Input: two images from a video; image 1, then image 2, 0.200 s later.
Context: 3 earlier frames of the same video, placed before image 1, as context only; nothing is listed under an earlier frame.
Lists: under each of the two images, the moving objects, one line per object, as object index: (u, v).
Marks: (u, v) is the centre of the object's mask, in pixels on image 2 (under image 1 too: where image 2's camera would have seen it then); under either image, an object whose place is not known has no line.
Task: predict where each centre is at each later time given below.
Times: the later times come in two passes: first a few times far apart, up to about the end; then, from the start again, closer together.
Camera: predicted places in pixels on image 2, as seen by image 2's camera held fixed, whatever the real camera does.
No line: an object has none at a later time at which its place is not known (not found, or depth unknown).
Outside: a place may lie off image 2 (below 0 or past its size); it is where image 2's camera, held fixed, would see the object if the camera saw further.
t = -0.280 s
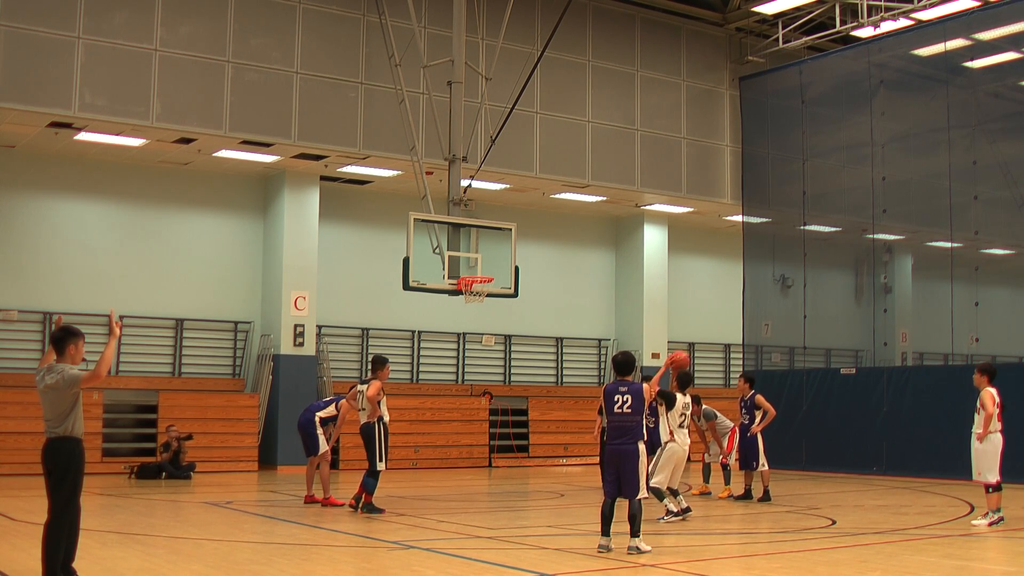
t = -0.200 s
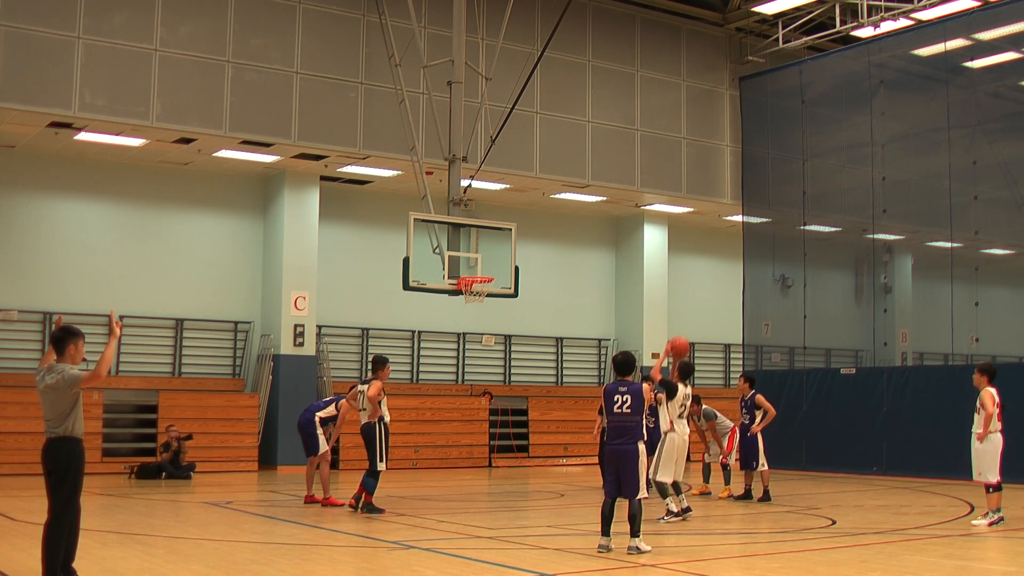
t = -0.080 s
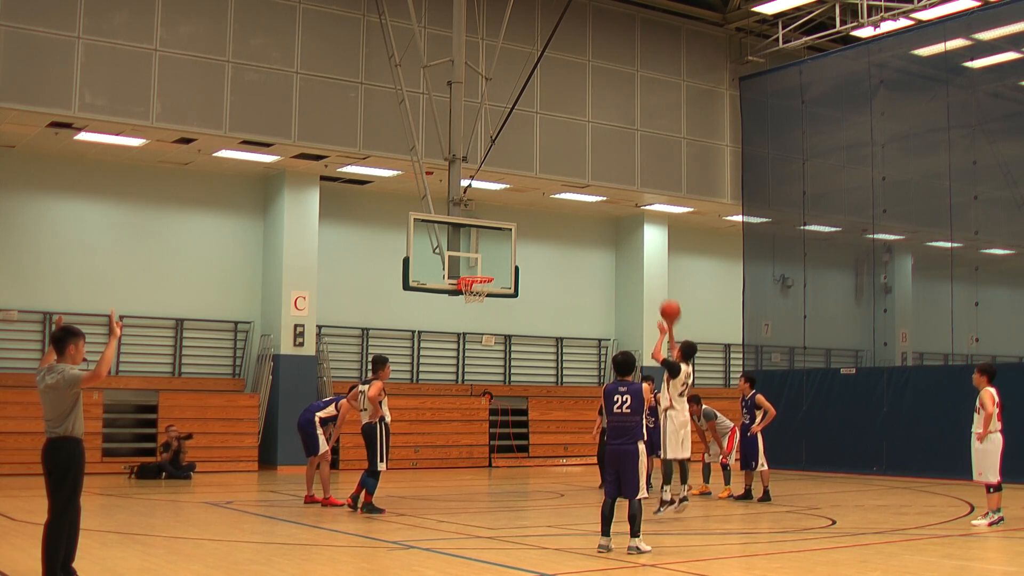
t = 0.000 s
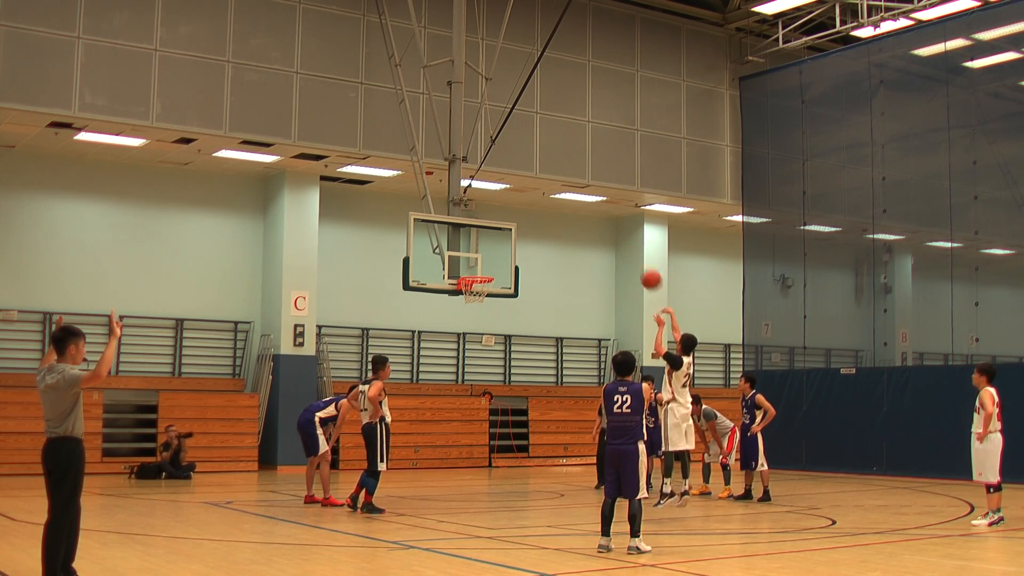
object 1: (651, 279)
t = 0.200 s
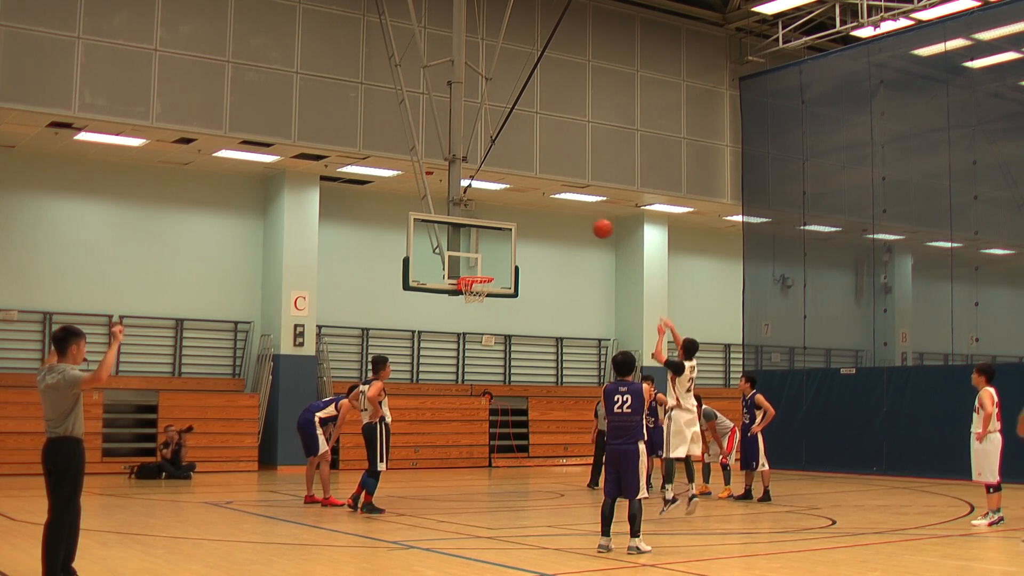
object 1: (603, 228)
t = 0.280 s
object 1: (584, 218)
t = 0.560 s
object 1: (527, 219)
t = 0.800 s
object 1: (483, 261)
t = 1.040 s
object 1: (490, 331)
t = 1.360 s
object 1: (528, 485)
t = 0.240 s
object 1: (593, 222)
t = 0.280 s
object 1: (584, 218)
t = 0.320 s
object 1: (576, 214)
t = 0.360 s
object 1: (567, 212)
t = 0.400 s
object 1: (559, 212)
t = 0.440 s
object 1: (551, 212)
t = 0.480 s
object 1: (543, 213)
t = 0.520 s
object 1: (535, 215)
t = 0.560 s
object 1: (527, 219)
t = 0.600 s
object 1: (520, 223)
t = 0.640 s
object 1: (512, 229)
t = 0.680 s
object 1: (504, 236)
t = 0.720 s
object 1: (497, 243)
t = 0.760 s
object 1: (490, 252)
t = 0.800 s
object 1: (483, 261)
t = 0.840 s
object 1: (476, 270)
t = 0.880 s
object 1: (471, 284)
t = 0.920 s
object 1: (474, 289)
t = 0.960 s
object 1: (480, 306)
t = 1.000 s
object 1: (485, 318)
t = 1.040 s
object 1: (490, 331)
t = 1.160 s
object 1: (505, 381)
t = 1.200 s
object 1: (510, 399)
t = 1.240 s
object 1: (514, 418)
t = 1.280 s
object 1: (519, 441)
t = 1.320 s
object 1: (523, 459)
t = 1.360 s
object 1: (528, 485)
